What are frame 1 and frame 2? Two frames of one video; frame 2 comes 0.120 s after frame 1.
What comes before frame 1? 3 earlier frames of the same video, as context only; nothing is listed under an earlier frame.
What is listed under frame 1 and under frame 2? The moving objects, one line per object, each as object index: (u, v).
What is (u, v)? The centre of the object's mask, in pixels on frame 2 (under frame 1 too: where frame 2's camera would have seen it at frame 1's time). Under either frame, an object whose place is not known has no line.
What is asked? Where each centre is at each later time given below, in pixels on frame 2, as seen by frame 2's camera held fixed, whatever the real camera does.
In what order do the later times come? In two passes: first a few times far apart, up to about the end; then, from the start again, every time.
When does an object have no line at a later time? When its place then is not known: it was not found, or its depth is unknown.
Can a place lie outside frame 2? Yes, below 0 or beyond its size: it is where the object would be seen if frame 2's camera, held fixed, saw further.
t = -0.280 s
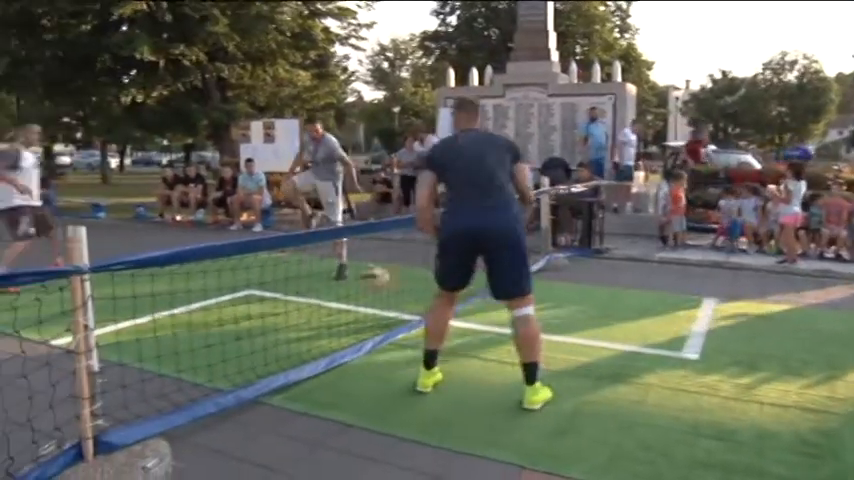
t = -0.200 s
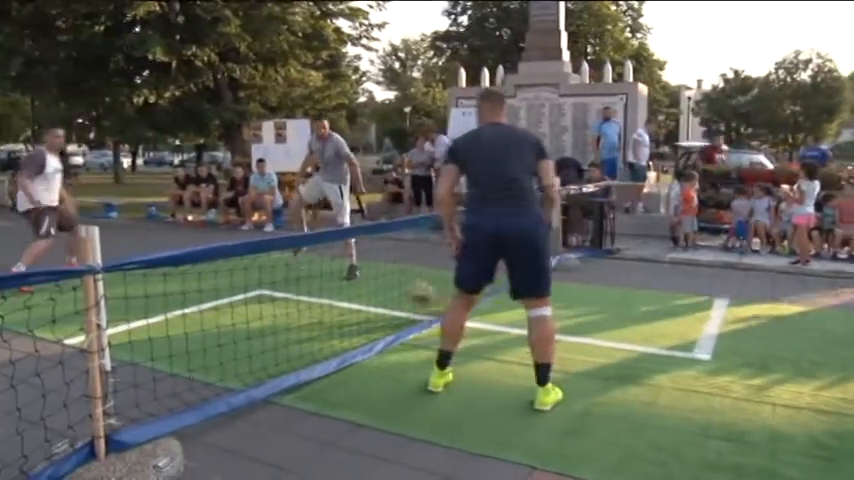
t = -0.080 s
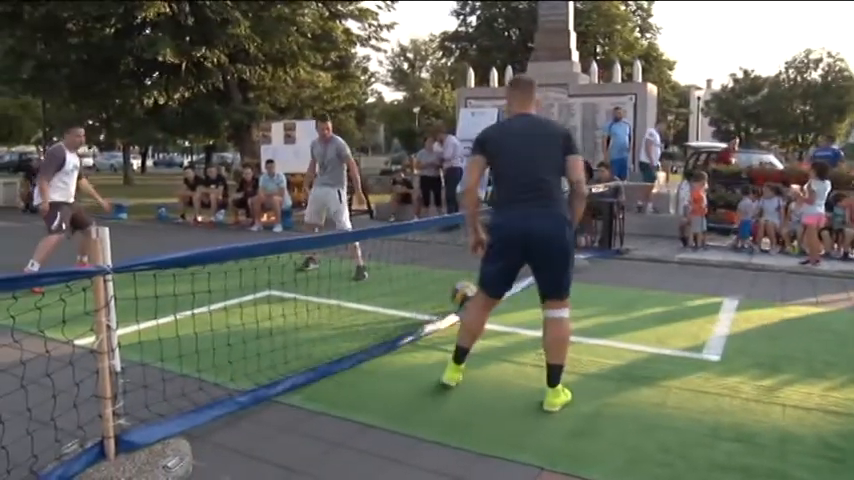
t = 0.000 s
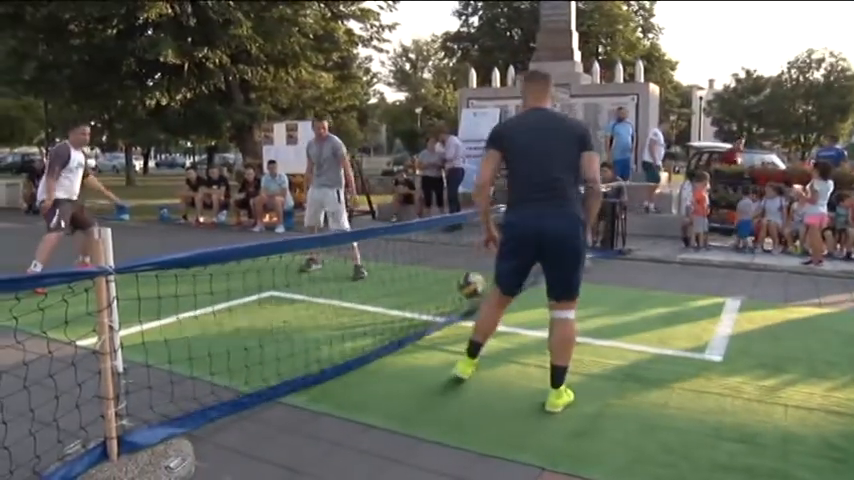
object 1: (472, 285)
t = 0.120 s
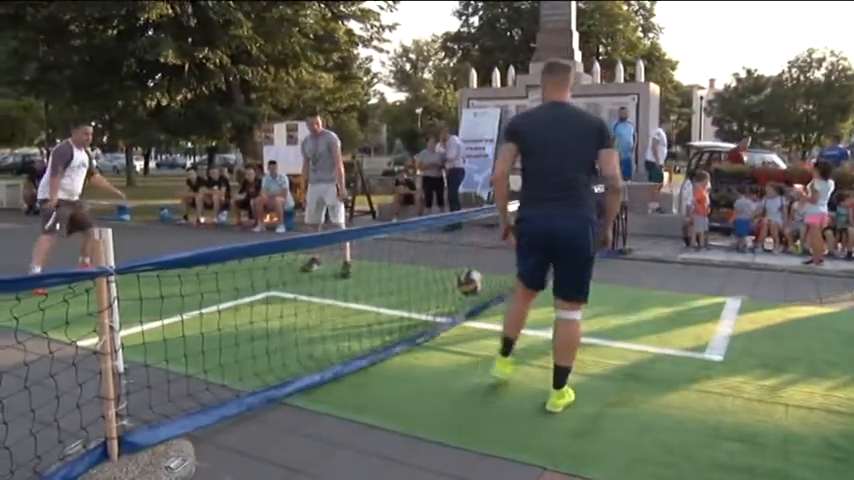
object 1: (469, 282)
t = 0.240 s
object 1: (461, 294)
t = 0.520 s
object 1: (421, 306)
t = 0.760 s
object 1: (387, 304)
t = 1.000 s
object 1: (354, 299)
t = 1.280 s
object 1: (320, 296)
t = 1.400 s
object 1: (306, 294)
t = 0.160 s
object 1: (467, 284)
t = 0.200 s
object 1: (464, 288)
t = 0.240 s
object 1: (461, 294)
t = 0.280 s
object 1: (457, 301)
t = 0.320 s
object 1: (453, 306)
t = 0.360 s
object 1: (445, 307)
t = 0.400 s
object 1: (439, 305)
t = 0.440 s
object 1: (431, 304)
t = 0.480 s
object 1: (426, 307)
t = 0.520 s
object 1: (421, 306)
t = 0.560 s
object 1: (416, 304)
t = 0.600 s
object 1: (409, 305)
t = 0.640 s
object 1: (403, 303)
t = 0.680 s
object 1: (397, 303)
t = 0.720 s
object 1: (392, 304)
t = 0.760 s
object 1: (387, 304)
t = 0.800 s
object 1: (382, 303)
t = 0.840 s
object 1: (375, 301)
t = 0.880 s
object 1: (371, 301)
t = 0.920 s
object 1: (365, 299)
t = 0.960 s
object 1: (359, 300)
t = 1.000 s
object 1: (354, 299)
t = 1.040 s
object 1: (349, 299)
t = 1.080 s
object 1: (344, 299)
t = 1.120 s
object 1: (338, 298)
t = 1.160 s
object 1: (335, 297)
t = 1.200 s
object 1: (329, 296)
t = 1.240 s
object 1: (325, 296)
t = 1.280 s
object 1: (320, 296)
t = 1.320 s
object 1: (316, 295)
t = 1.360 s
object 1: (311, 295)
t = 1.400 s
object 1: (306, 294)
